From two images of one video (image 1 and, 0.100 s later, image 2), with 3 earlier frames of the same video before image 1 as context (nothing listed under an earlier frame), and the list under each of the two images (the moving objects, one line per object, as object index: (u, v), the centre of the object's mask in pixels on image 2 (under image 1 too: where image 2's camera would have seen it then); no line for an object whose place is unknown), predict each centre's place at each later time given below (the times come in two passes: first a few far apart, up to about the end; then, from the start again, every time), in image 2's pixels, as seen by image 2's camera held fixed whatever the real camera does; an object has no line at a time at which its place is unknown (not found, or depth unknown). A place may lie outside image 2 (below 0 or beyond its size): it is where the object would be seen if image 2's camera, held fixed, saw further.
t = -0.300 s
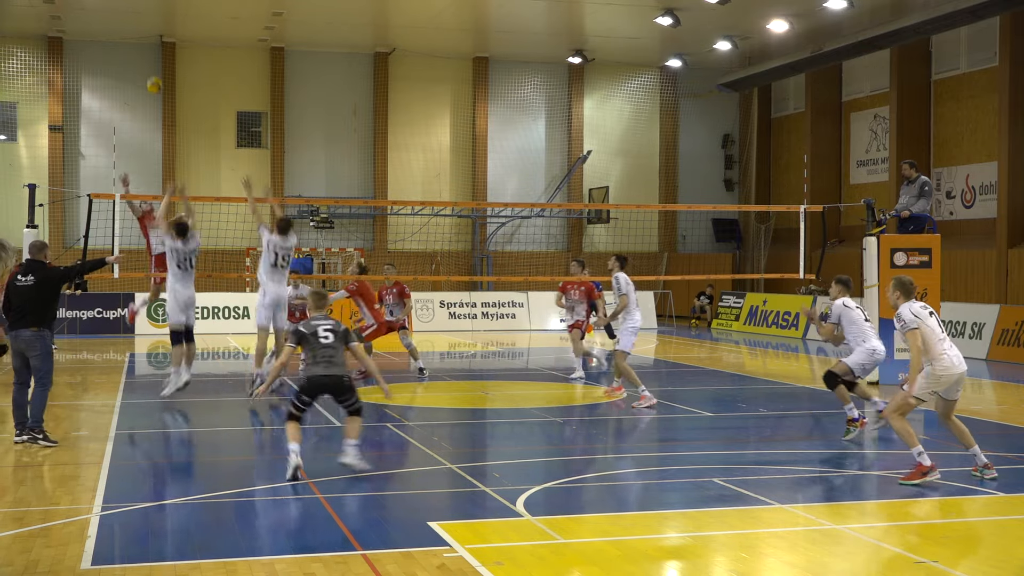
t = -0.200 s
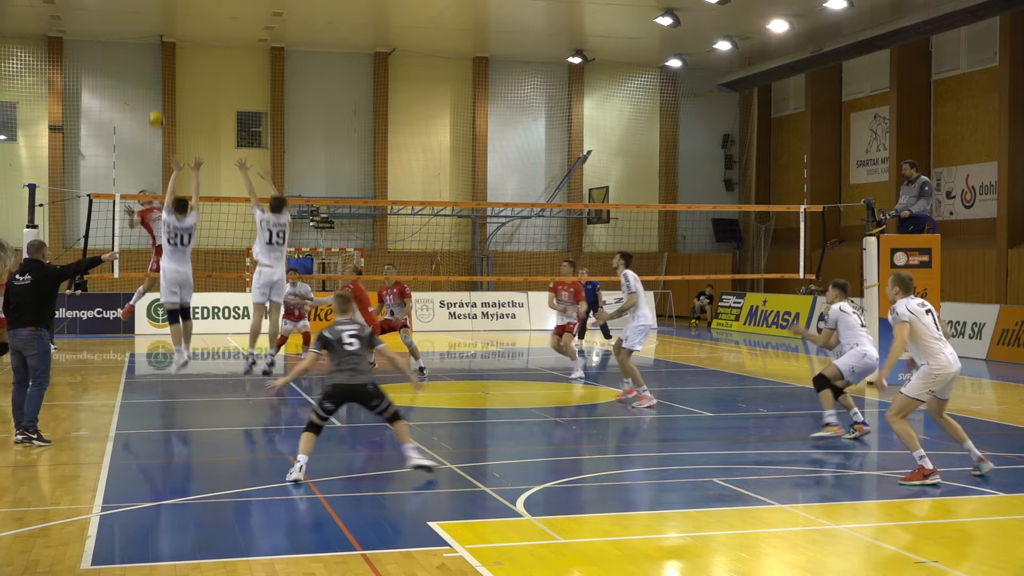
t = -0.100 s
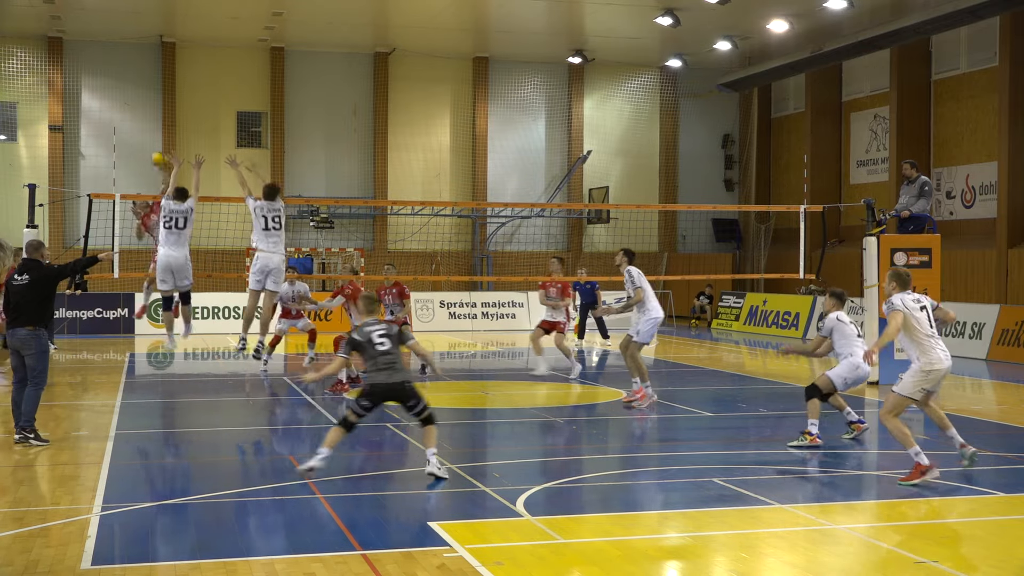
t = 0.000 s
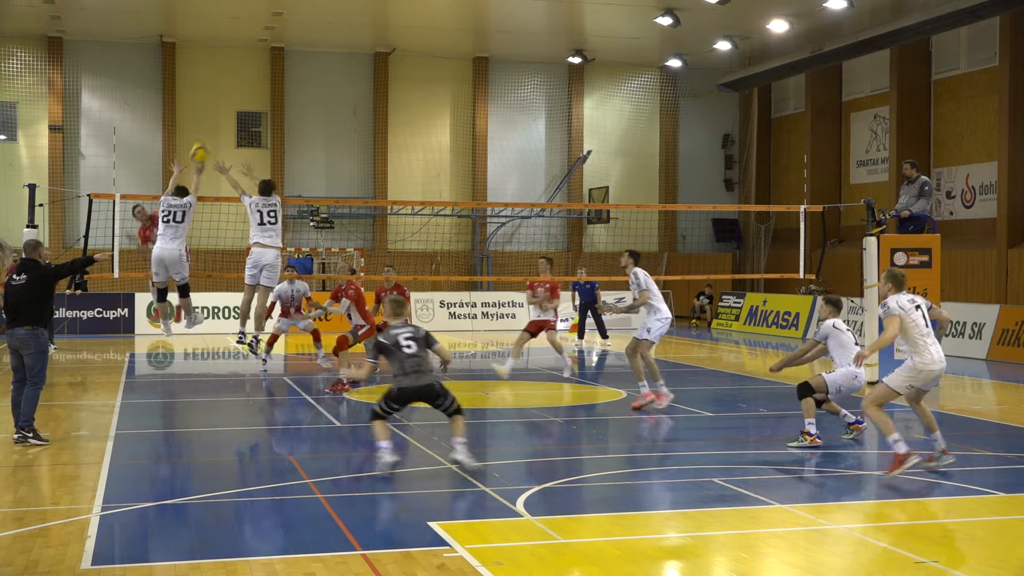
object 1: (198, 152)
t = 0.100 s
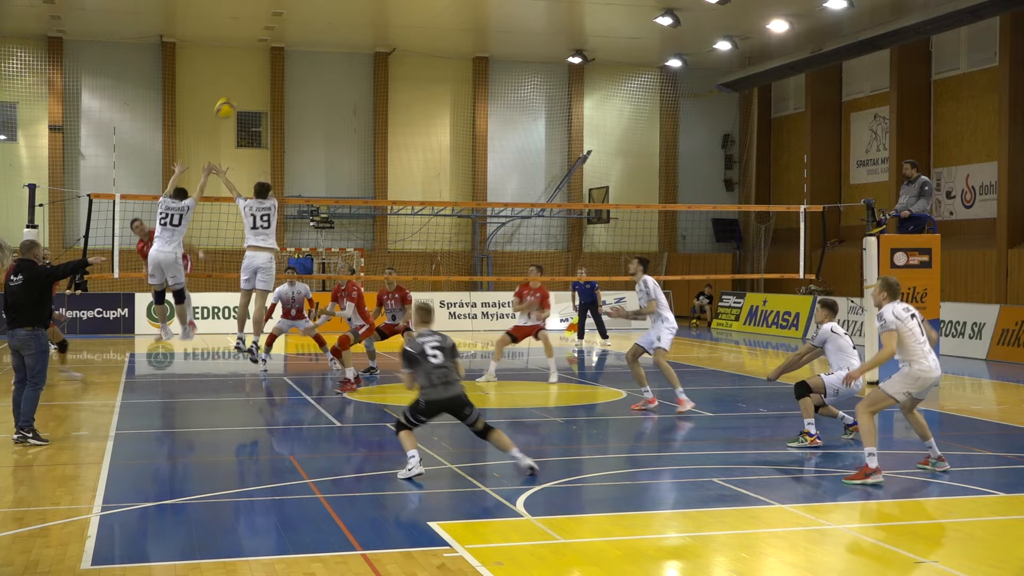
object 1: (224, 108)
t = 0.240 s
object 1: (266, 55)
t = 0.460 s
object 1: (343, 7)
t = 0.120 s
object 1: (230, 99)
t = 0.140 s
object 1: (236, 91)
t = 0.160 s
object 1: (241, 83)
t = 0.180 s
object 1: (247, 75)
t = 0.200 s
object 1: (253, 70)
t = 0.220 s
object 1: (260, 61)
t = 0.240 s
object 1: (266, 55)
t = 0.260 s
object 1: (272, 49)
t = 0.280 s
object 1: (278, 44)
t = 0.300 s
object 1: (284, 37)
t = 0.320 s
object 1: (291, 32)
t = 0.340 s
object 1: (297, 27)
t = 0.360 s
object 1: (306, 22)
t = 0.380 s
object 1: (313, 18)
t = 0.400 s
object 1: (320, 15)
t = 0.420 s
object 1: (328, 10)
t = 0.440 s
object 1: (334, 9)
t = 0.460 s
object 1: (343, 7)
